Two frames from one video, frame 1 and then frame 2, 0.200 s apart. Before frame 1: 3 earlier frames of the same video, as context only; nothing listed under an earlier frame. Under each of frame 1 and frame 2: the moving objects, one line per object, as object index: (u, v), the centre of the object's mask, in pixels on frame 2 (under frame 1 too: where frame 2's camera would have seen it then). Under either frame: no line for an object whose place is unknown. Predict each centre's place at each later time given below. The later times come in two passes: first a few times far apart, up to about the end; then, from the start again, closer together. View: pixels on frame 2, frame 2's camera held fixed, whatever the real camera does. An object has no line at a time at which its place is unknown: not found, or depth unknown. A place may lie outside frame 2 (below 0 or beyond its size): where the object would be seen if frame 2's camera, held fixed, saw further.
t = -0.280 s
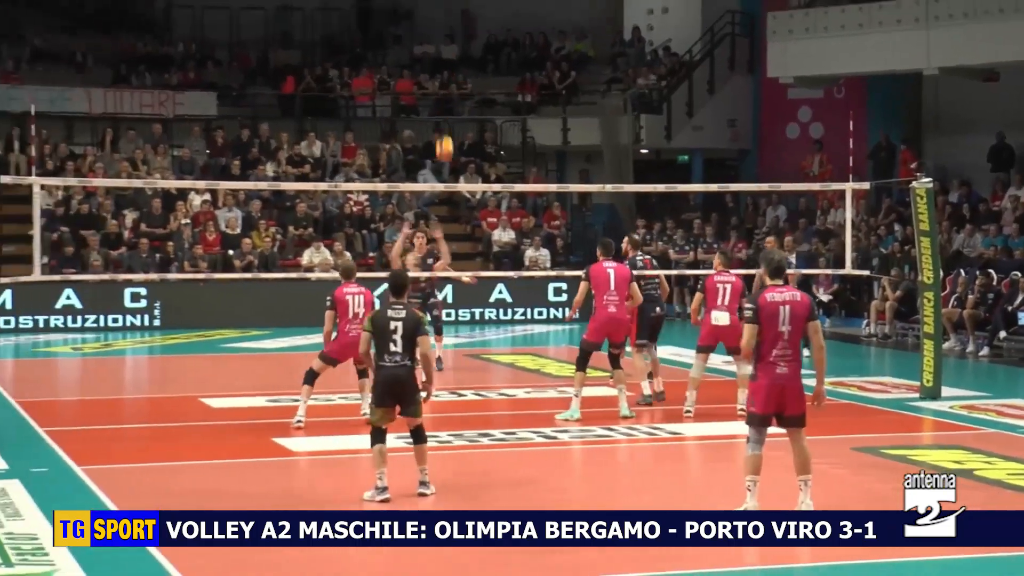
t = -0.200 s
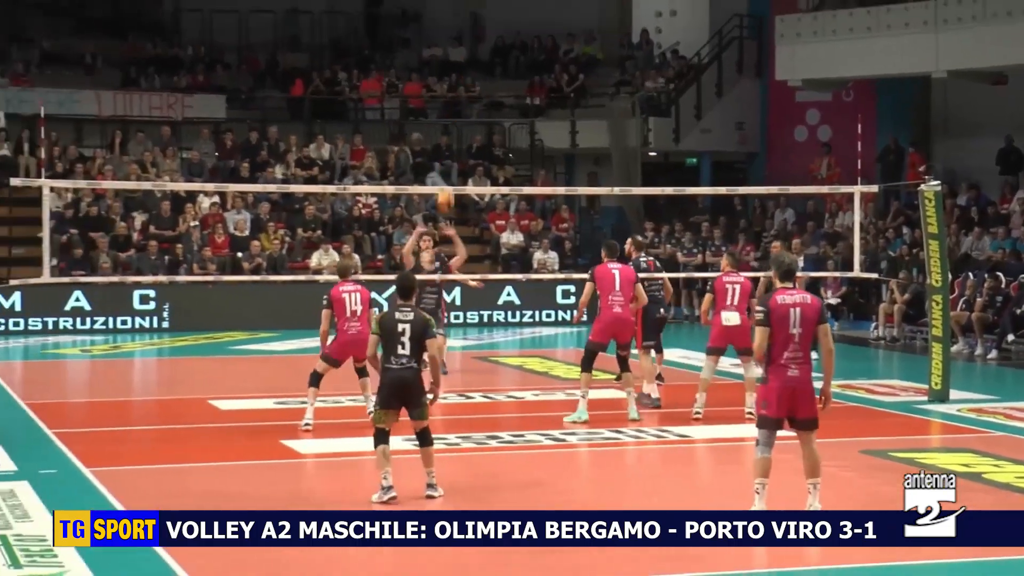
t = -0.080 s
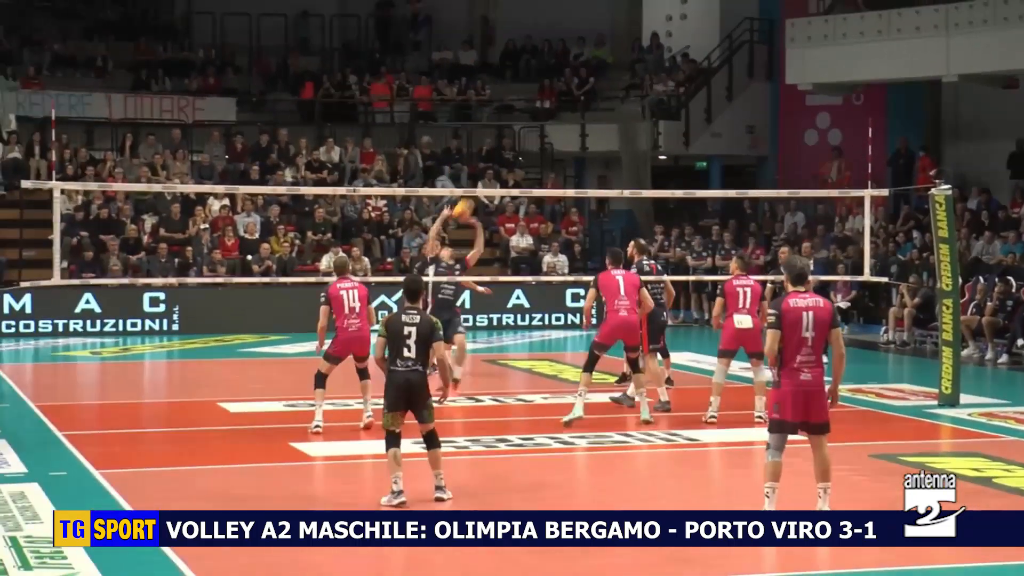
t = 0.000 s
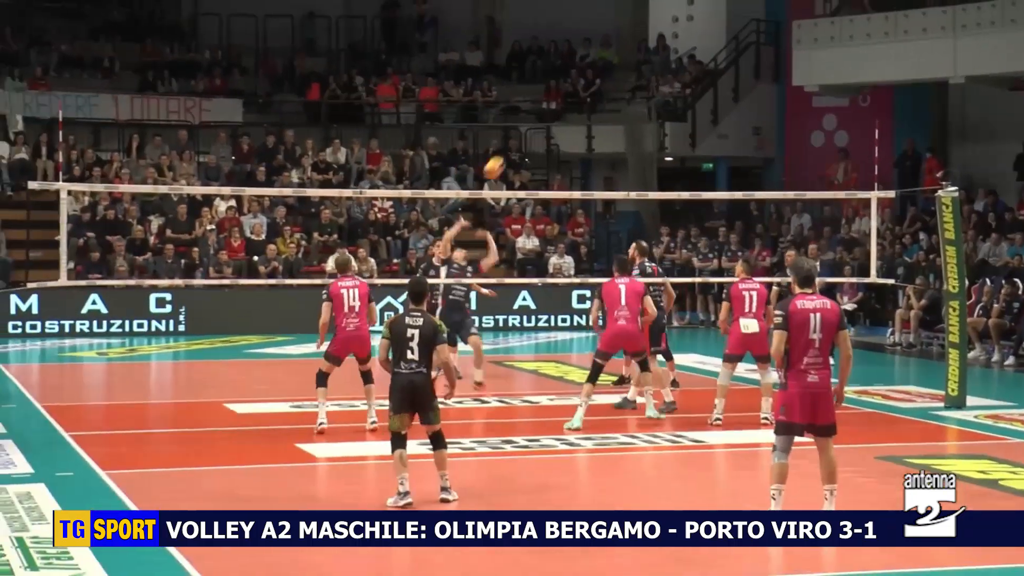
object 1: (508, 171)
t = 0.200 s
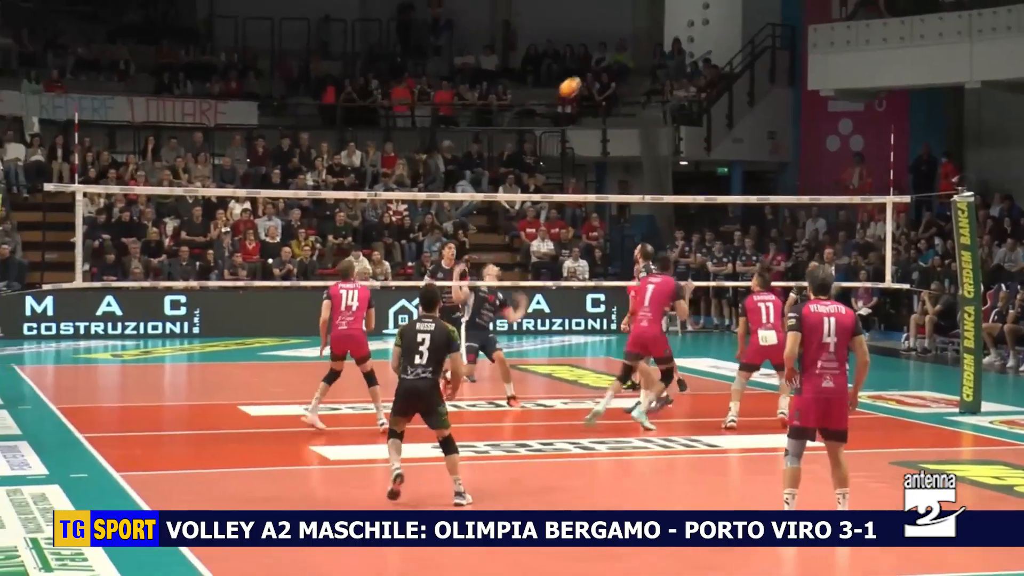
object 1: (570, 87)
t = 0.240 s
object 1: (583, 75)
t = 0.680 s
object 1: (710, 22)
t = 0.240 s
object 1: (583, 75)
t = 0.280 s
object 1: (595, 63)
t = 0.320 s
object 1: (607, 53)
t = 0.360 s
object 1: (618, 45)
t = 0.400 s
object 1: (631, 36)
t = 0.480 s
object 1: (654, 25)
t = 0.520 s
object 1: (665, 21)
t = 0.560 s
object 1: (676, 17)
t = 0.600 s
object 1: (688, 17)
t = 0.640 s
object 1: (699, 19)
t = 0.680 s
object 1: (710, 22)
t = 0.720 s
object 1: (721, 25)
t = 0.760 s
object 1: (732, 30)
